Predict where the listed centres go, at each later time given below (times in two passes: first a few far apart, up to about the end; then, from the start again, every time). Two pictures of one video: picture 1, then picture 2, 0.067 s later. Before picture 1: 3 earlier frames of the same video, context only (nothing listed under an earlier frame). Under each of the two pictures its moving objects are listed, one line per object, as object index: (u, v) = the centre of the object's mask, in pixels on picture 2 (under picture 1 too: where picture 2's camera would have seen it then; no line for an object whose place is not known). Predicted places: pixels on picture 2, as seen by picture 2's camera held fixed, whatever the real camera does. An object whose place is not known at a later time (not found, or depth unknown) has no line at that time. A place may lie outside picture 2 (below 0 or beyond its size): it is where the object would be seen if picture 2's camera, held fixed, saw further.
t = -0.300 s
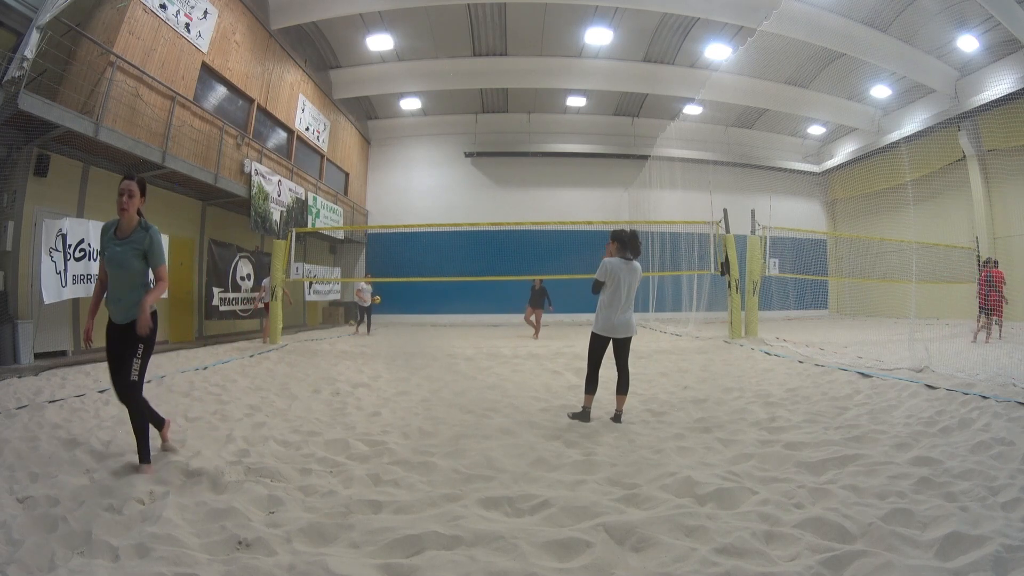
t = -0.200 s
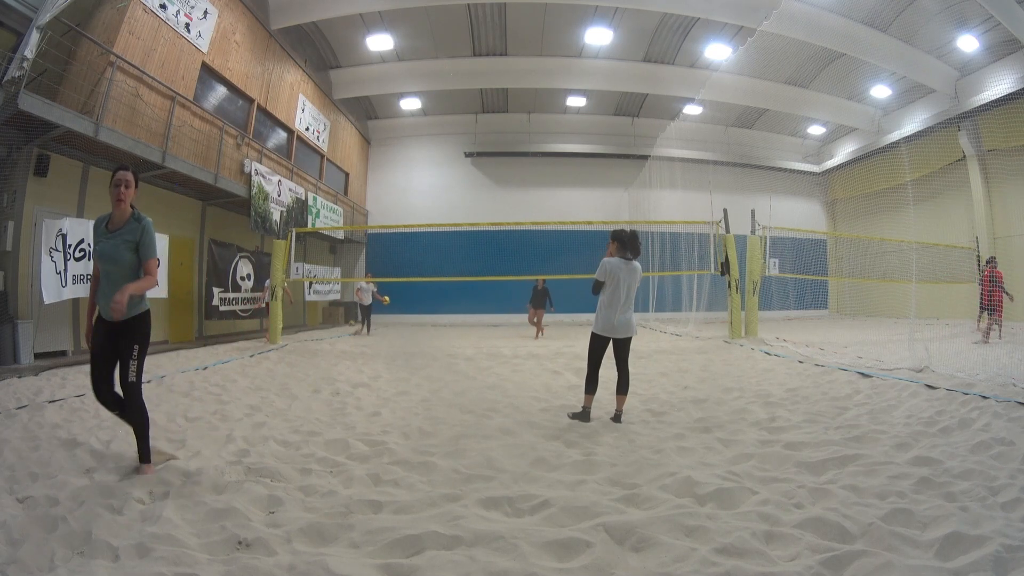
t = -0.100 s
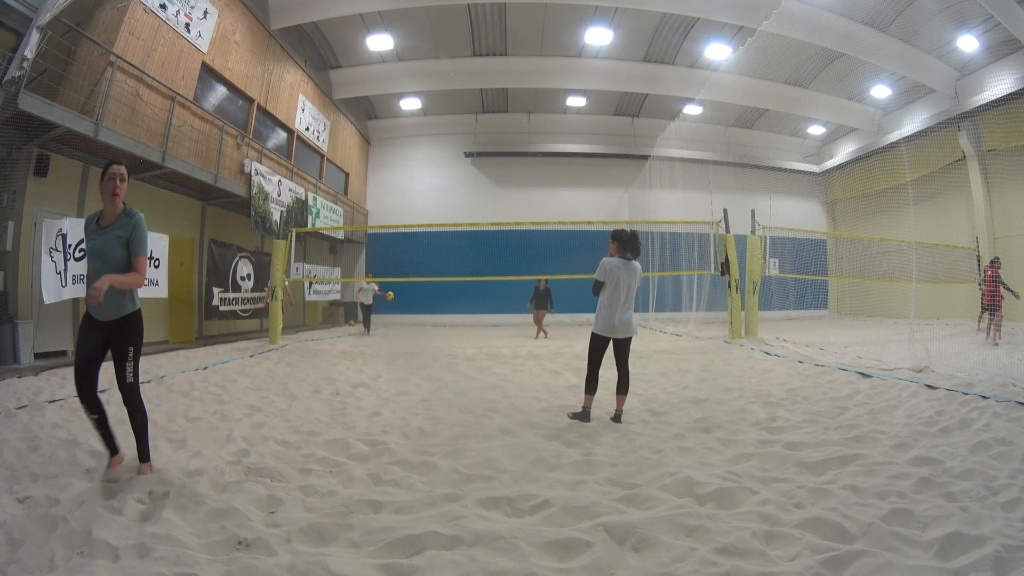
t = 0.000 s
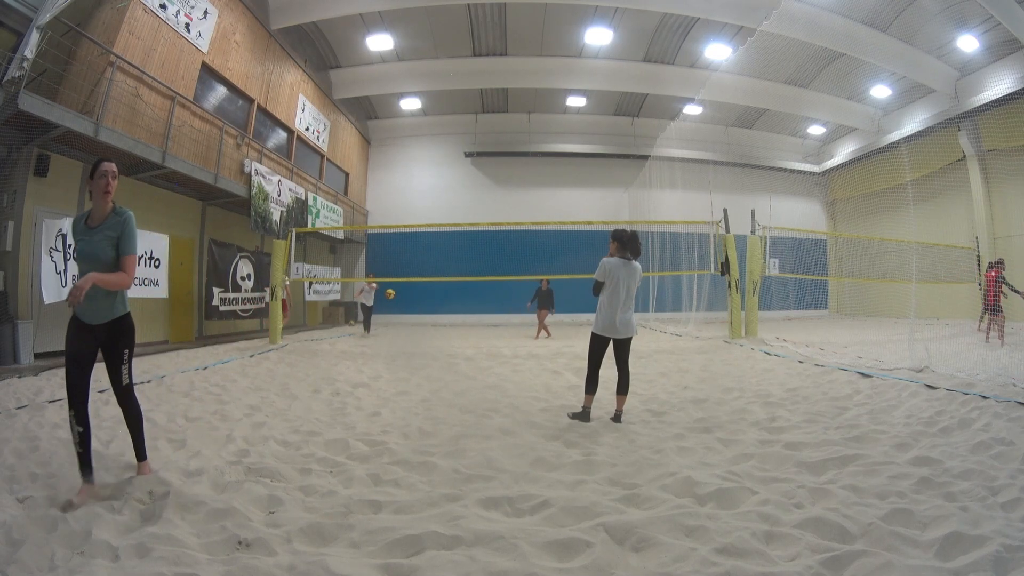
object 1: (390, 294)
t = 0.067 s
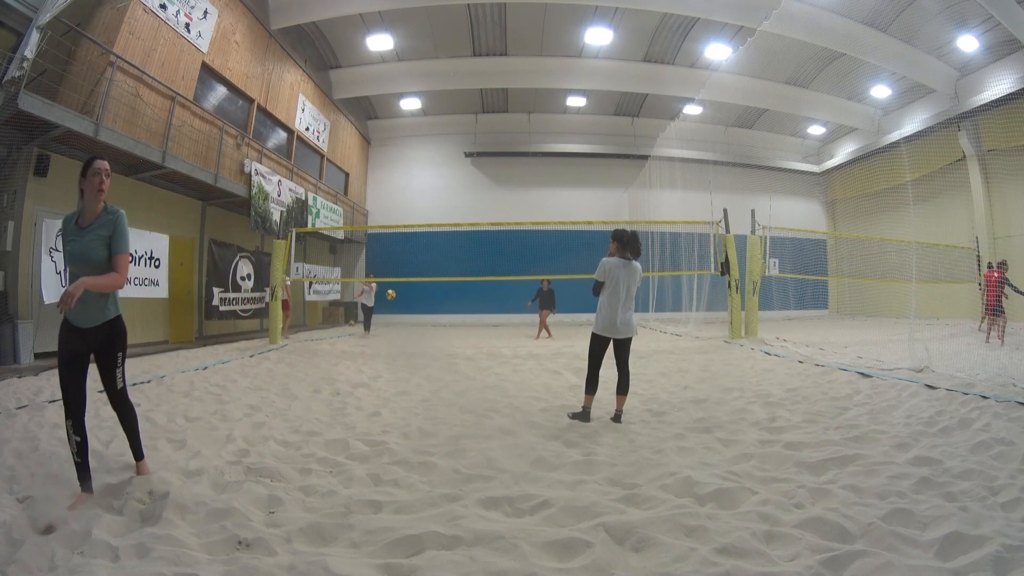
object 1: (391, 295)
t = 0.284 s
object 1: (392, 316)
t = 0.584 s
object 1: (392, 358)
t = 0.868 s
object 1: (386, 366)
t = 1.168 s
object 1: (374, 387)
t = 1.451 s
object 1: (343, 405)
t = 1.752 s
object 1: (296, 444)
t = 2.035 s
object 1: (264, 475)
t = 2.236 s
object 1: (251, 499)
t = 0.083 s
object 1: (391, 295)
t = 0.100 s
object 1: (391, 296)
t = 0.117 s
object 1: (391, 297)
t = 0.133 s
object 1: (391, 298)
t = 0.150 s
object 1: (391, 299)
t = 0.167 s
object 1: (391, 301)
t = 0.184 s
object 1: (391, 302)
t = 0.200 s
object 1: (392, 304)
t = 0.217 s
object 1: (392, 306)
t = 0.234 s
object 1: (392, 308)
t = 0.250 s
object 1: (392, 310)
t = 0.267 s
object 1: (392, 312)
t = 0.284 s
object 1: (392, 316)
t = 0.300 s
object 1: (392, 318)
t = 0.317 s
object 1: (392, 322)
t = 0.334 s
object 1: (392, 325)
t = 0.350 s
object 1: (392, 329)
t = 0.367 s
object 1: (393, 333)
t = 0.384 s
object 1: (393, 337)
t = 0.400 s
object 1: (393, 342)
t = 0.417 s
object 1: (394, 348)
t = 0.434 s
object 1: (394, 351)
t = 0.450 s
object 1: (394, 352)
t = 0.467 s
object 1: (394, 352)
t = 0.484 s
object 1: (394, 353)
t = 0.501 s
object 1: (393, 352)
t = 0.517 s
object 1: (393, 353)
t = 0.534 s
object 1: (393, 354)
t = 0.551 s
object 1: (392, 356)
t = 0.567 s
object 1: (392, 357)
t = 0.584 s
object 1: (392, 358)
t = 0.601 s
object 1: (392, 360)
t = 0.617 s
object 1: (391, 361)
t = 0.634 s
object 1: (391, 362)
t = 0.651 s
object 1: (391, 363)
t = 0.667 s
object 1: (391, 363)
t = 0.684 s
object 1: (390, 363)
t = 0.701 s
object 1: (390, 363)
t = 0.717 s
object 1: (389, 362)
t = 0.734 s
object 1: (389, 362)
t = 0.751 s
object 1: (388, 361)
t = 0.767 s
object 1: (388, 361)
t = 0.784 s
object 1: (387, 362)
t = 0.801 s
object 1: (387, 362)
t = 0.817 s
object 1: (387, 362)
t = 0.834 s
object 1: (387, 363)
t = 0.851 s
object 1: (386, 364)
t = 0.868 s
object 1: (386, 366)
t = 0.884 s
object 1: (385, 367)
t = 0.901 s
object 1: (384, 370)
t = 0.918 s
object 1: (384, 372)
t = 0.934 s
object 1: (384, 375)
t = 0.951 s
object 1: (383, 377)
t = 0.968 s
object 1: (383, 381)
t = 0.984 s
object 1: (383, 384)
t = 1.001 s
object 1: (382, 386)
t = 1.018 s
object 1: (382, 387)
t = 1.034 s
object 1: (382, 387)
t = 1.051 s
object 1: (380, 386)
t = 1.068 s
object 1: (380, 386)
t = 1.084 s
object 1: (379, 385)
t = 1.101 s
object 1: (378, 385)
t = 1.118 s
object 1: (377, 386)
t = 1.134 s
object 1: (376, 386)
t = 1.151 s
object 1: (375, 386)
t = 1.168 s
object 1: (374, 387)
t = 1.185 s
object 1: (372, 389)
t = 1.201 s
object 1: (372, 390)
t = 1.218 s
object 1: (371, 392)
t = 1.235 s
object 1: (370, 395)
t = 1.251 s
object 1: (369, 398)
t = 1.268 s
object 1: (368, 401)
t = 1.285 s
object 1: (367, 405)
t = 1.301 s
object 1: (366, 407)
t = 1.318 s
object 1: (363, 406)
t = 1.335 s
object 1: (360, 405)
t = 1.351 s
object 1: (358, 403)
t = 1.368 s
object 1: (356, 403)
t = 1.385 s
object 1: (353, 403)
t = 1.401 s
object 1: (350, 403)
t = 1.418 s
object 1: (348, 403)
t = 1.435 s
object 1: (346, 404)
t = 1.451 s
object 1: (343, 405)
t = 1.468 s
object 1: (341, 407)
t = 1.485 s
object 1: (338, 409)
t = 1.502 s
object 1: (335, 410)
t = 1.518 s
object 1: (332, 413)
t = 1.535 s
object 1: (329, 416)
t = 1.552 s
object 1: (326, 420)
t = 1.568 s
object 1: (324, 424)
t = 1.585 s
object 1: (320, 429)
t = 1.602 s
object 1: (318, 435)
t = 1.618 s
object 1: (315, 436)
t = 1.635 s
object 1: (313, 436)
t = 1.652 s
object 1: (311, 436)
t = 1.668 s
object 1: (308, 437)
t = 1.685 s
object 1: (306, 437)
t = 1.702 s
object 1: (303, 438)
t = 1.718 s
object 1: (301, 439)
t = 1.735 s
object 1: (298, 441)
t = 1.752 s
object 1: (296, 444)
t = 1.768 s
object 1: (293, 447)
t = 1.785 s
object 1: (291, 451)
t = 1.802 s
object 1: (289, 453)
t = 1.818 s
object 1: (287, 454)
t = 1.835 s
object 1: (286, 456)
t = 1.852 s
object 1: (284, 458)
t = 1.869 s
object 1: (283, 462)
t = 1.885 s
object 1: (282, 465)
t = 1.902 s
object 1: (280, 466)
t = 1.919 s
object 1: (278, 466)
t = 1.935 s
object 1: (276, 467)
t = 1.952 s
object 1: (274, 468)
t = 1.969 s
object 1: (272, 469)
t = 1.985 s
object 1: (270, 471)
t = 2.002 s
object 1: (268, 473)
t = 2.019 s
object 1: (266, 474)
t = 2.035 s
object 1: (264, 475)
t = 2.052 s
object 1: (263, 478)
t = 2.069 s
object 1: (261, 481)
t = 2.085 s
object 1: (259, 484)
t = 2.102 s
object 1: (258, 489)
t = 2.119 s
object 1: (257, 493)
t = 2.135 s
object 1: (256, 495)
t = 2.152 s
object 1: (255, 496)
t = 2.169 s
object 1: (255, 498)
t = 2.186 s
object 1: (254, 499)
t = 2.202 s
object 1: (254, 500)
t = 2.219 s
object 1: (252, 500)
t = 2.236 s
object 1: (251, 499)
